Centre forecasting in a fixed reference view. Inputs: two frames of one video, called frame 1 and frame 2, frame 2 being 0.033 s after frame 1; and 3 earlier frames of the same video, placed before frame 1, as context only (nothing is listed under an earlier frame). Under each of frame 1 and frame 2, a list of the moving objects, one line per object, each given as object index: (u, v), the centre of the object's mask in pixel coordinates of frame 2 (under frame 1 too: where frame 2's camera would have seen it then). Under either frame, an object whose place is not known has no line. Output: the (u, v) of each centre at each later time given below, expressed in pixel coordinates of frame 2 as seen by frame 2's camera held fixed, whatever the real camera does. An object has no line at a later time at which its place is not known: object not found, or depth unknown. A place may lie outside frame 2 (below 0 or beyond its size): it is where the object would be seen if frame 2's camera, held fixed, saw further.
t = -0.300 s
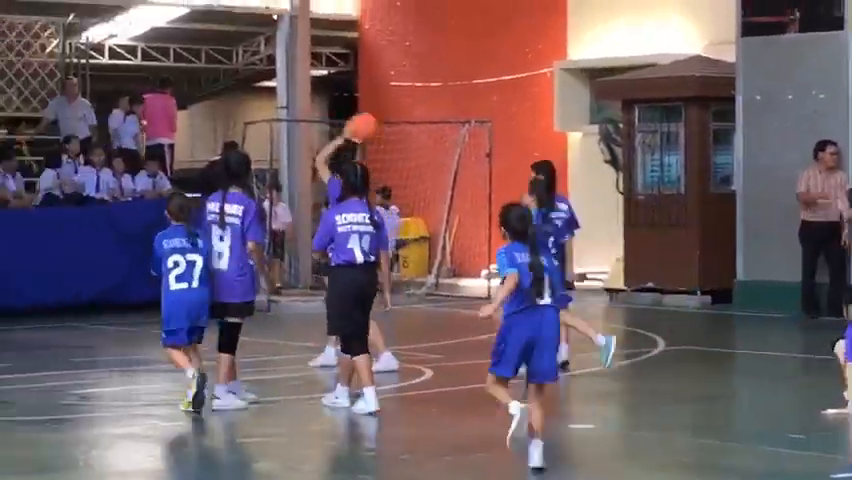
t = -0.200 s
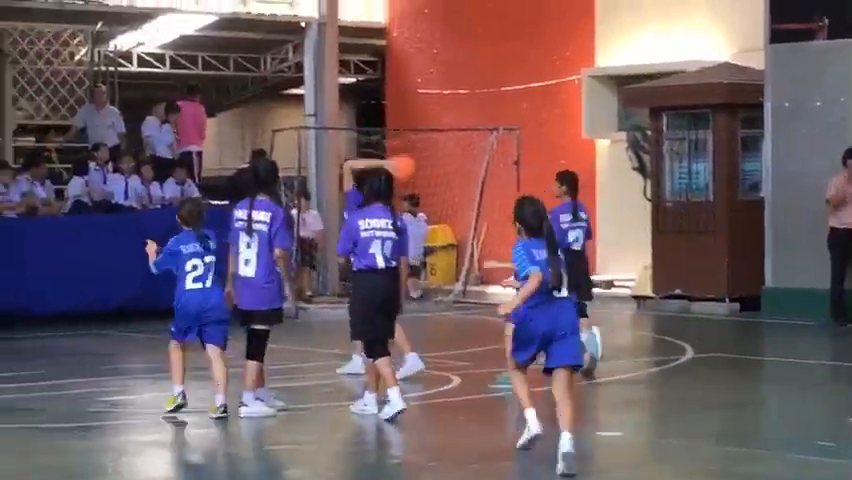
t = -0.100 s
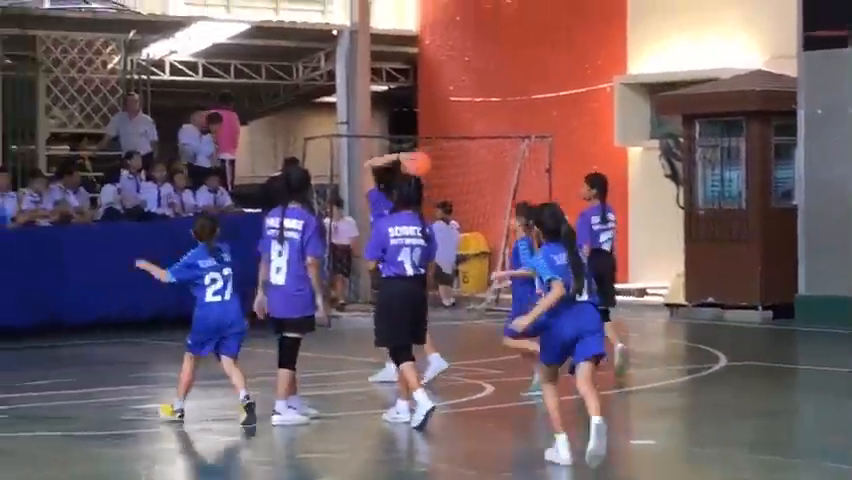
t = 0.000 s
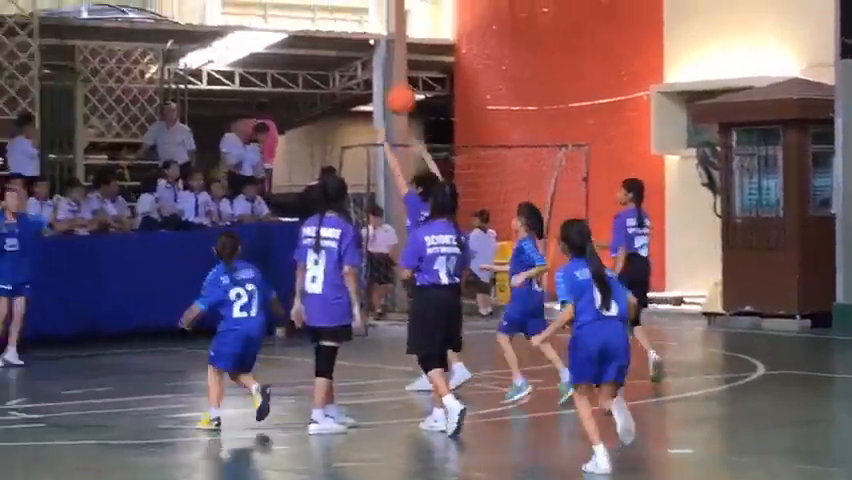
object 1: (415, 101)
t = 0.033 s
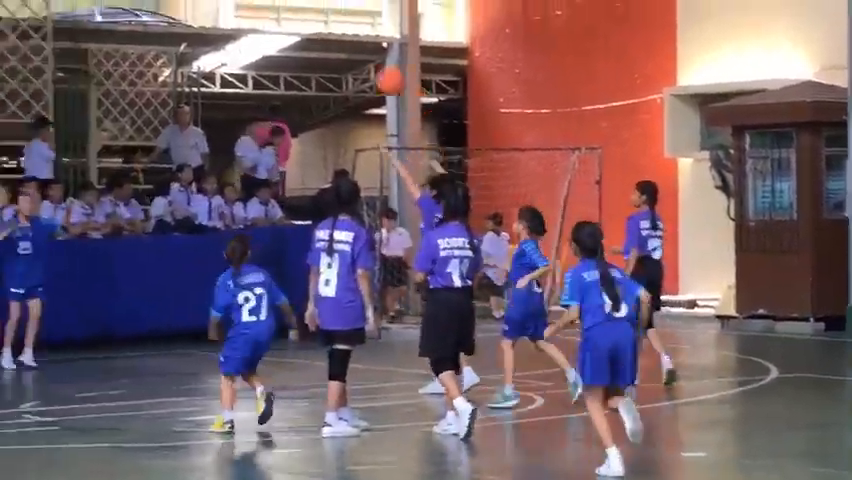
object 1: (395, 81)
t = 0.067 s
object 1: (376, 61)
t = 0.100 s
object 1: (352, 45)
